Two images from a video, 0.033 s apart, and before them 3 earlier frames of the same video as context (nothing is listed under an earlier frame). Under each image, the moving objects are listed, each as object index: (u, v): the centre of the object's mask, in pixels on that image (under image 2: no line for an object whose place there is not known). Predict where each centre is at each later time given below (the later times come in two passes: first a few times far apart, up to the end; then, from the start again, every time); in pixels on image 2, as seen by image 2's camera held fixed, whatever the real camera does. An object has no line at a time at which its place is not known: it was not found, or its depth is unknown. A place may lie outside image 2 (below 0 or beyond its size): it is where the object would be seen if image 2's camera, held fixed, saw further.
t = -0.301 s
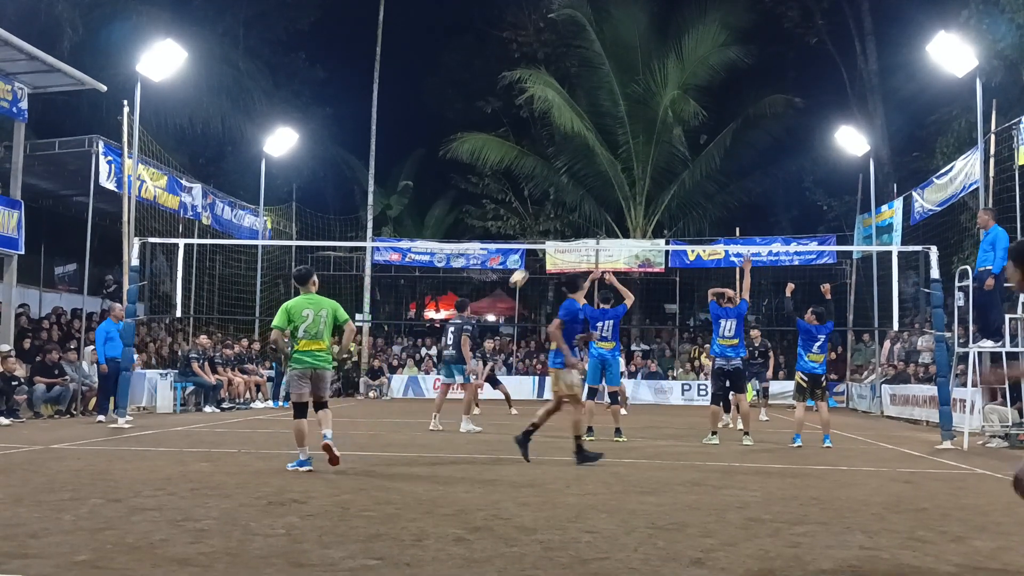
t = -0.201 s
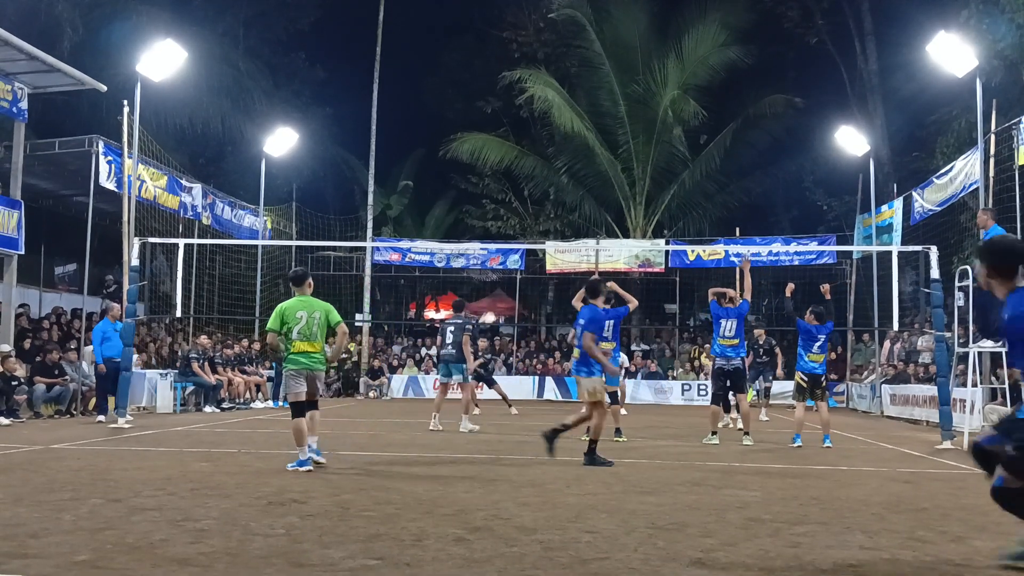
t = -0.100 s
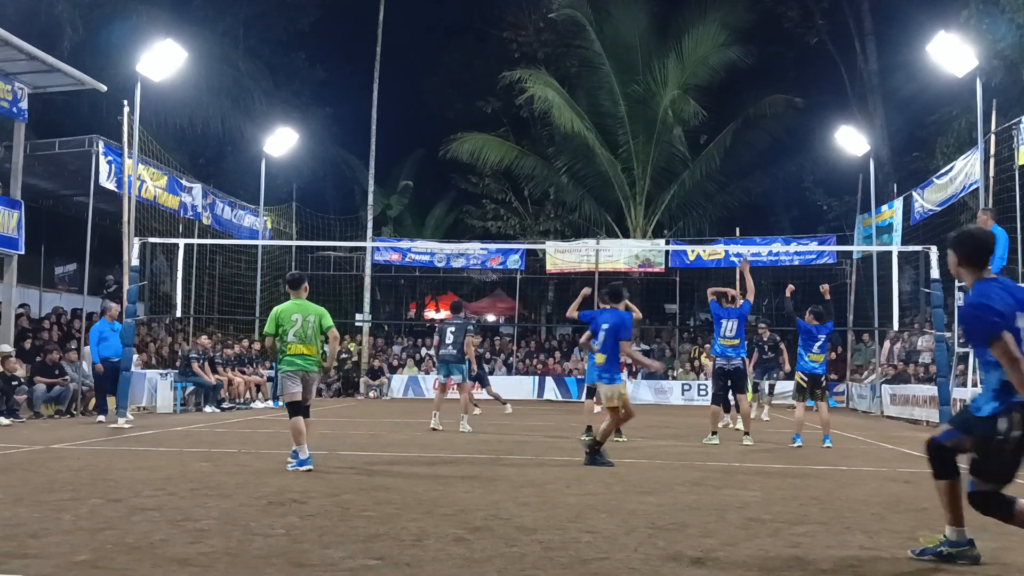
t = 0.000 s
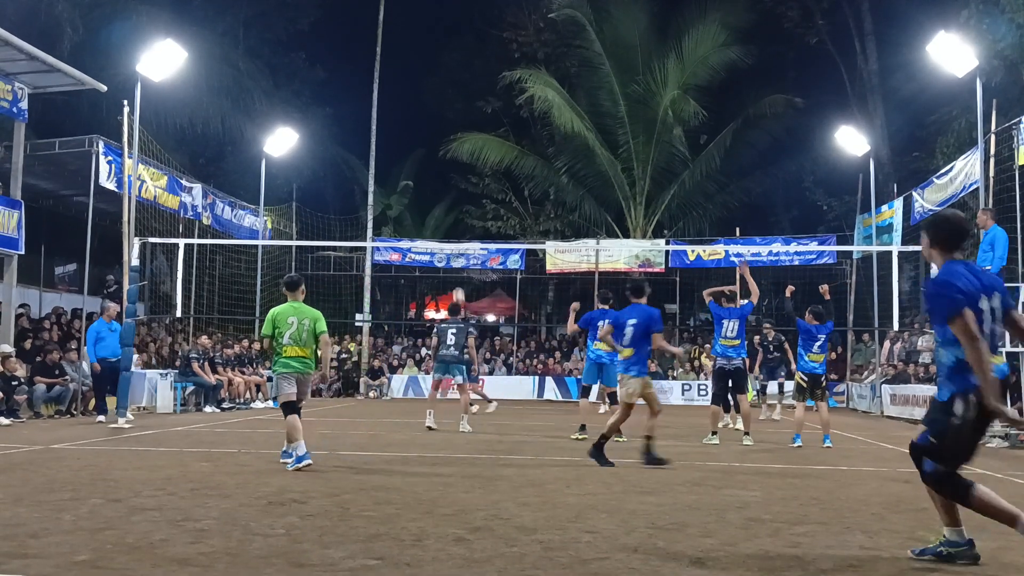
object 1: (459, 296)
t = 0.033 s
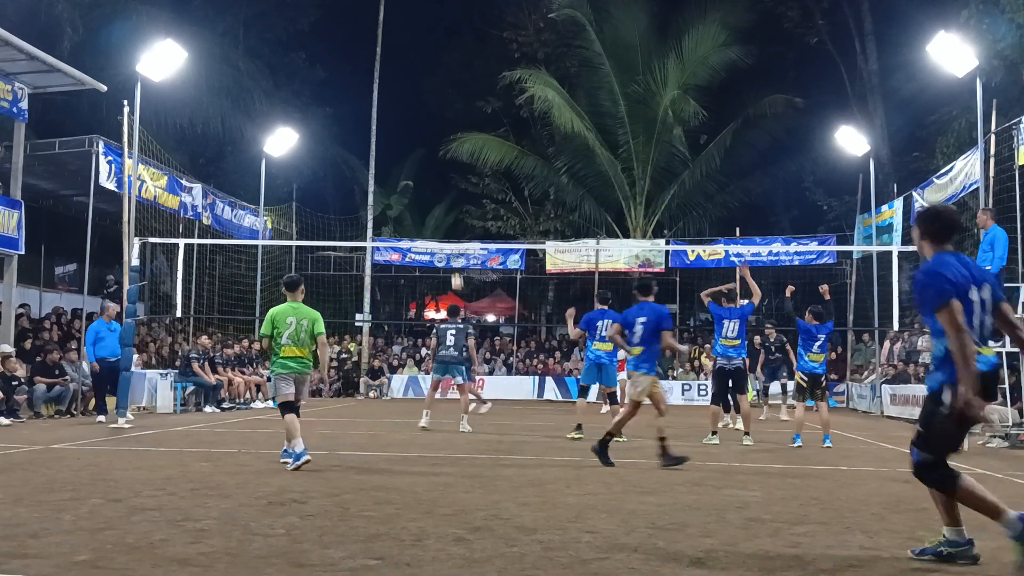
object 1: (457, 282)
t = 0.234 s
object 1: (447, 203)
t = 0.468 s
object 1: (435, 137)
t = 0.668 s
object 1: (424, 103)
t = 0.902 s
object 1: (409, 91)
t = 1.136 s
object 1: (393, 111)
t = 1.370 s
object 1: (377, 164)
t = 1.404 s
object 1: (374, 174)
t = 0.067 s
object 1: (456, 266)
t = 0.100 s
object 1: (455, 254)
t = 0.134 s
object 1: (452, 237)
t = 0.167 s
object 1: (451, 227)
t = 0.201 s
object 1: (449, 214)
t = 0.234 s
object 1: (447, 203)
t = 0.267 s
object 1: (446, 191)
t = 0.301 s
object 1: (444, 181)
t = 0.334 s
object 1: (443, 171)
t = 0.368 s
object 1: (441, 162)
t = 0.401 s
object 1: (439, 153)
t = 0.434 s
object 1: (437, 145)
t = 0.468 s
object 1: (435, 137)
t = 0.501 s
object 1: (434, 130)
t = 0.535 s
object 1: (432, 123)
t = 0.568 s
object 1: (430, 117)
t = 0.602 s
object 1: (428, 112)
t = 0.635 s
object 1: (426, 107)
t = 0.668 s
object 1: (424, 103)
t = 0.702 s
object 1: (422, 99)
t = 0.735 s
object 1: (420, 96)
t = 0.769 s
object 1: (418, 94)
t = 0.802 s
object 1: (415, 92)
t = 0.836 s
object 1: (413, 91)
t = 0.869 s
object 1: (411, 91)
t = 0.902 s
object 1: (409, 91)
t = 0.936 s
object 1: (407, 92)
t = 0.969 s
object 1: (405, 94)
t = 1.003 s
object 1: (403, 96)
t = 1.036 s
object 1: (400, 99)
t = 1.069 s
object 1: (398, 102)
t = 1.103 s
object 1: (396, 106)
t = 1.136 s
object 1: (393, 111)
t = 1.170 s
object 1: (391, 117)
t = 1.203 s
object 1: (388, 123)
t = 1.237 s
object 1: (386, 130)
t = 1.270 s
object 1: (384, 137)
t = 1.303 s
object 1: (381, 146)
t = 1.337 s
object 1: (379, 154)
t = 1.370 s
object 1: (377, 164)
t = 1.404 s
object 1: (374, 174)
